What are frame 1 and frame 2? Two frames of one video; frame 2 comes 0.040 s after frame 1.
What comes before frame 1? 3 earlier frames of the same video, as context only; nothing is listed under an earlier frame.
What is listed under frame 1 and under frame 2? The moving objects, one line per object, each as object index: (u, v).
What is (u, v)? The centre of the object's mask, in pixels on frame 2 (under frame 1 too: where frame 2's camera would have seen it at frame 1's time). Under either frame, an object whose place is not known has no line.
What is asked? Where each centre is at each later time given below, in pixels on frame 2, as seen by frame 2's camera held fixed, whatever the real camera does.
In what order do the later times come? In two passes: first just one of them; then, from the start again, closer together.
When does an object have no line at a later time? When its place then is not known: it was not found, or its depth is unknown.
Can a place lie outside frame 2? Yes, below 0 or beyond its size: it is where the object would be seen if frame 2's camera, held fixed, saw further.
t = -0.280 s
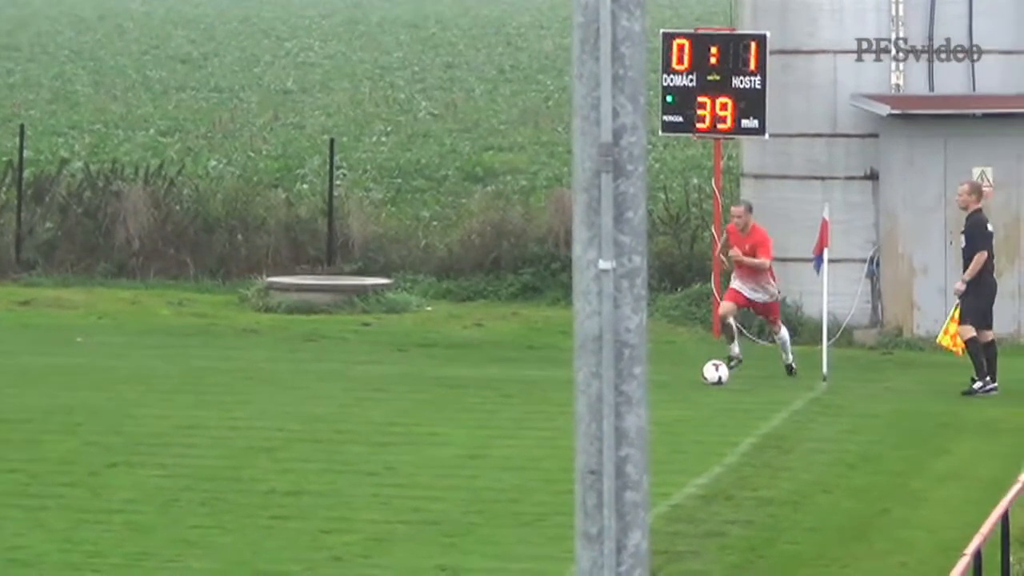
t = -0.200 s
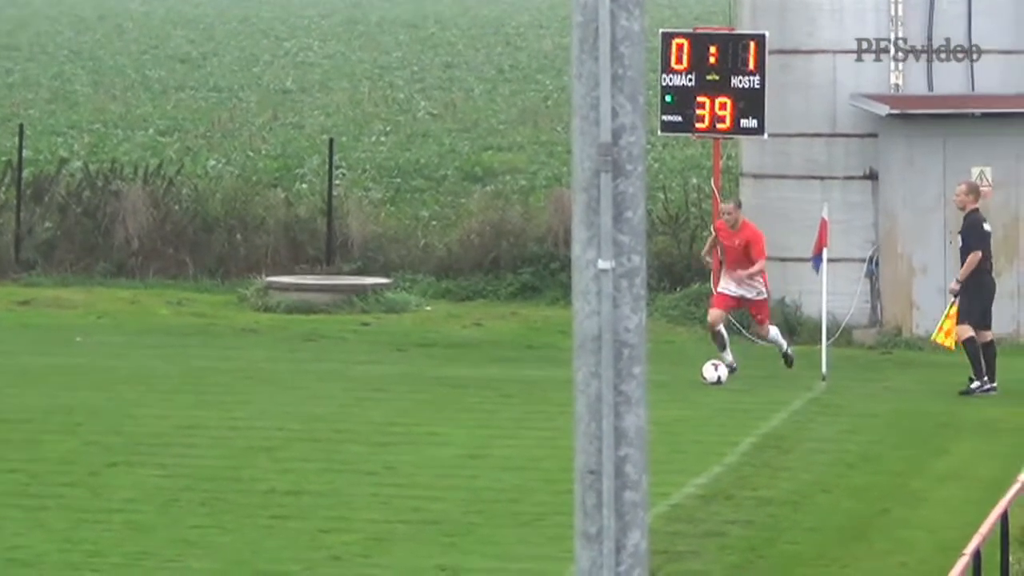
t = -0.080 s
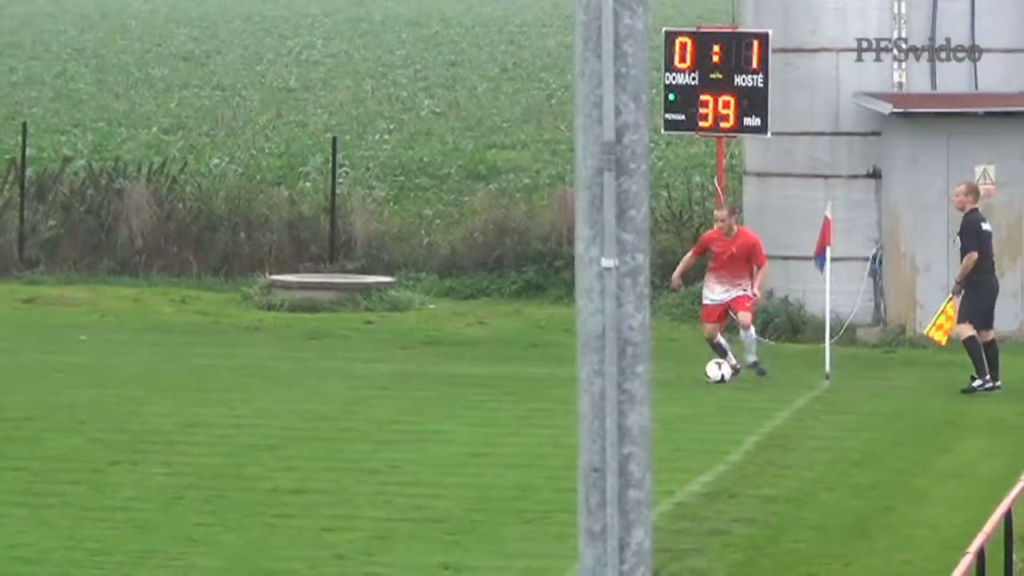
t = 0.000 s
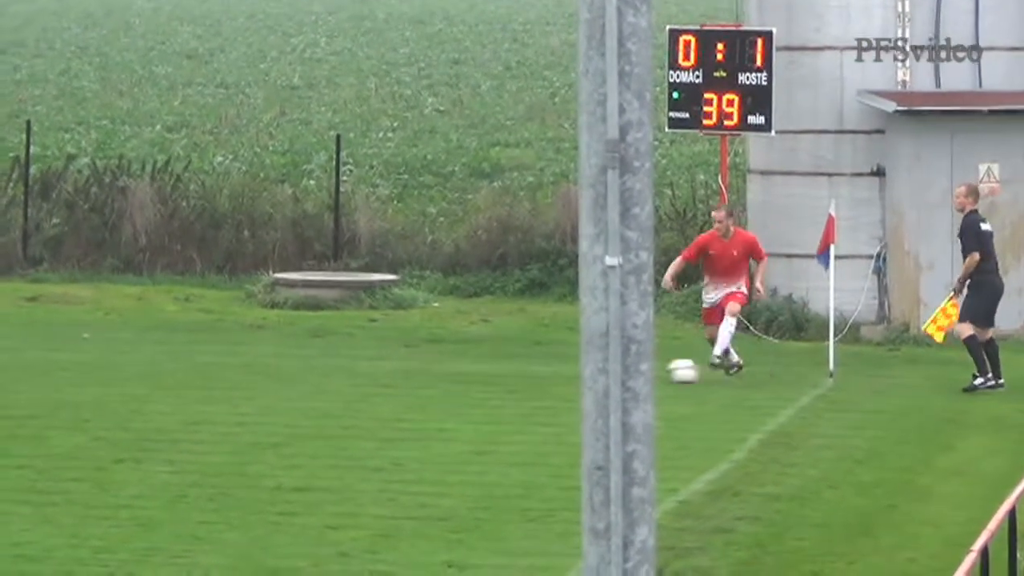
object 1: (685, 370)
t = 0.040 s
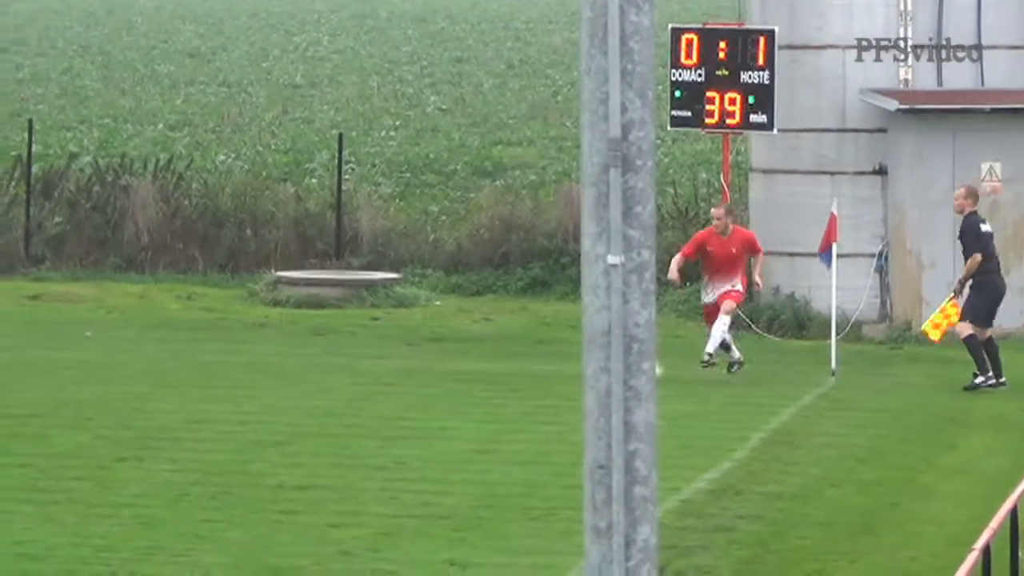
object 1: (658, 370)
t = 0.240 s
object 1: (456, 380)
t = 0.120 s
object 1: (568, 374)
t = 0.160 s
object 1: (529, 378)
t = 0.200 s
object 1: (492, 379)
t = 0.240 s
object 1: (456, 380)
